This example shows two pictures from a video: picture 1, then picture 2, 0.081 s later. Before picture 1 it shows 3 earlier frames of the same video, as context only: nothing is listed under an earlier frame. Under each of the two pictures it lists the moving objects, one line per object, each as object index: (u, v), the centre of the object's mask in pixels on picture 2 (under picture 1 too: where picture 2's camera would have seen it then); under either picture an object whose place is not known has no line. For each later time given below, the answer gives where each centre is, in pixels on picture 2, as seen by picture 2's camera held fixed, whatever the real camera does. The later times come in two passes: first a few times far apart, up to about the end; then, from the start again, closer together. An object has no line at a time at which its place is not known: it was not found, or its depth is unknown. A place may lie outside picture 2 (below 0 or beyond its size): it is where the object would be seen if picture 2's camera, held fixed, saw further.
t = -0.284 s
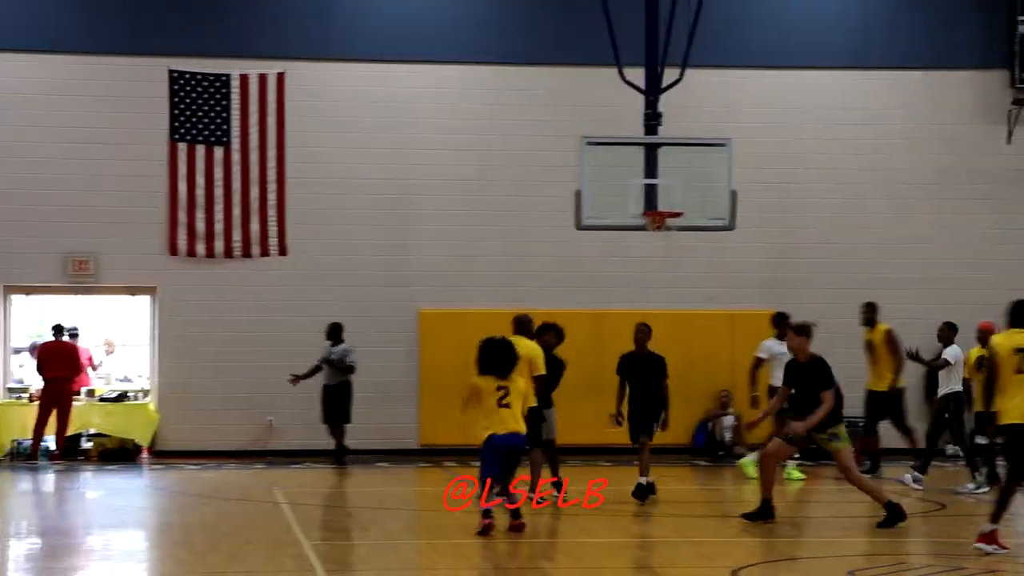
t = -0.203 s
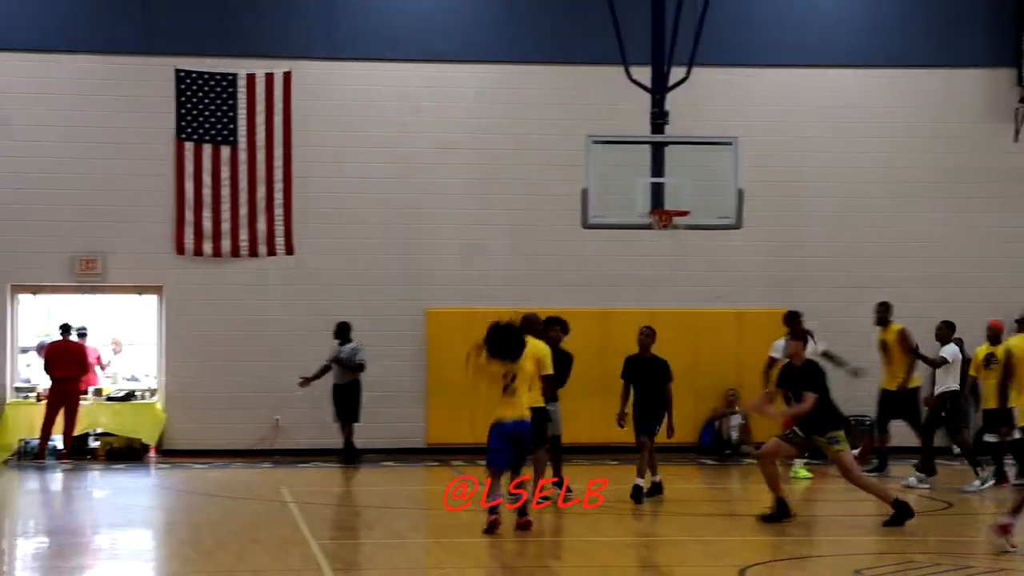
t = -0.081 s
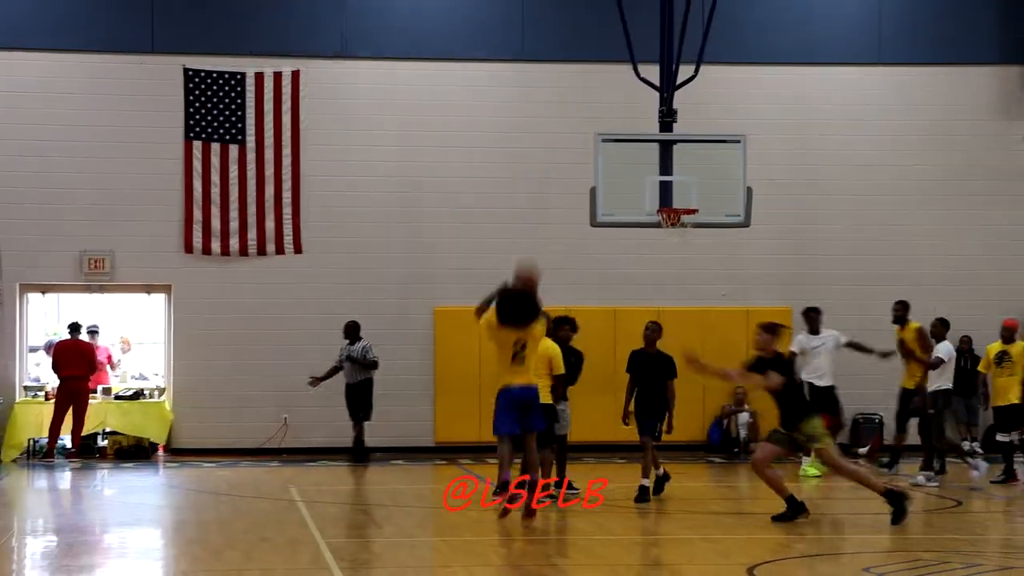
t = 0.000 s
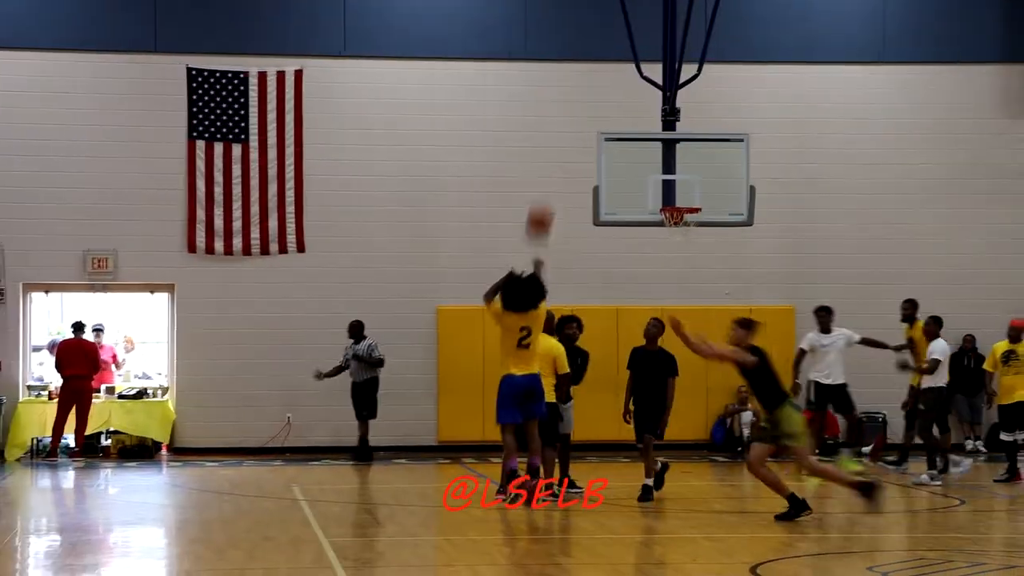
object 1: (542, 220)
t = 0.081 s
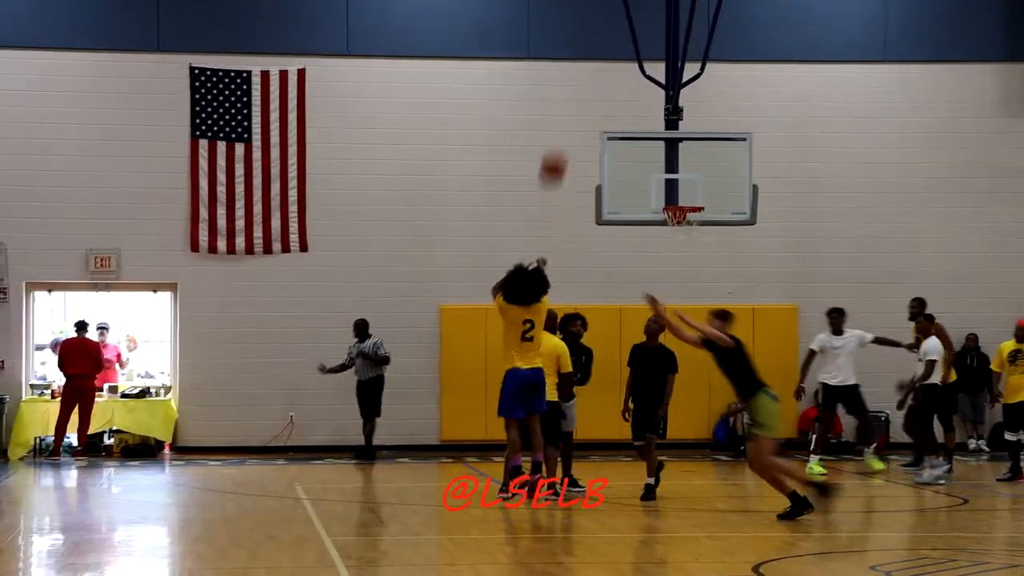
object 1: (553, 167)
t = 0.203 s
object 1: (568, 104)
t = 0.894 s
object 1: (647, 48)
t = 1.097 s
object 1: (669, 112)
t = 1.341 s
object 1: (679, 218)
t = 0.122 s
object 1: (559, 144)
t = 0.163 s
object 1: (563, 123)
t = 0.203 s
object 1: (568, 104)
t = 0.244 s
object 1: (573, 87)
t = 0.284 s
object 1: (577, 74)
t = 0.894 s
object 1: (647, 48)
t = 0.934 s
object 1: (652, 59)
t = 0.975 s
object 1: (656, 71)
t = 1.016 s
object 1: (660, 84)
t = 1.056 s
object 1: (664, 98)
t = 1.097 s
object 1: (669, 112)
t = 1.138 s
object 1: (673, 127)
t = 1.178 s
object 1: (676, 145)
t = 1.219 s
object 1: (680, 162)
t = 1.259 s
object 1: (685, 181)
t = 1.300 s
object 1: (689, 198)
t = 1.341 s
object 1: (679, 218)
